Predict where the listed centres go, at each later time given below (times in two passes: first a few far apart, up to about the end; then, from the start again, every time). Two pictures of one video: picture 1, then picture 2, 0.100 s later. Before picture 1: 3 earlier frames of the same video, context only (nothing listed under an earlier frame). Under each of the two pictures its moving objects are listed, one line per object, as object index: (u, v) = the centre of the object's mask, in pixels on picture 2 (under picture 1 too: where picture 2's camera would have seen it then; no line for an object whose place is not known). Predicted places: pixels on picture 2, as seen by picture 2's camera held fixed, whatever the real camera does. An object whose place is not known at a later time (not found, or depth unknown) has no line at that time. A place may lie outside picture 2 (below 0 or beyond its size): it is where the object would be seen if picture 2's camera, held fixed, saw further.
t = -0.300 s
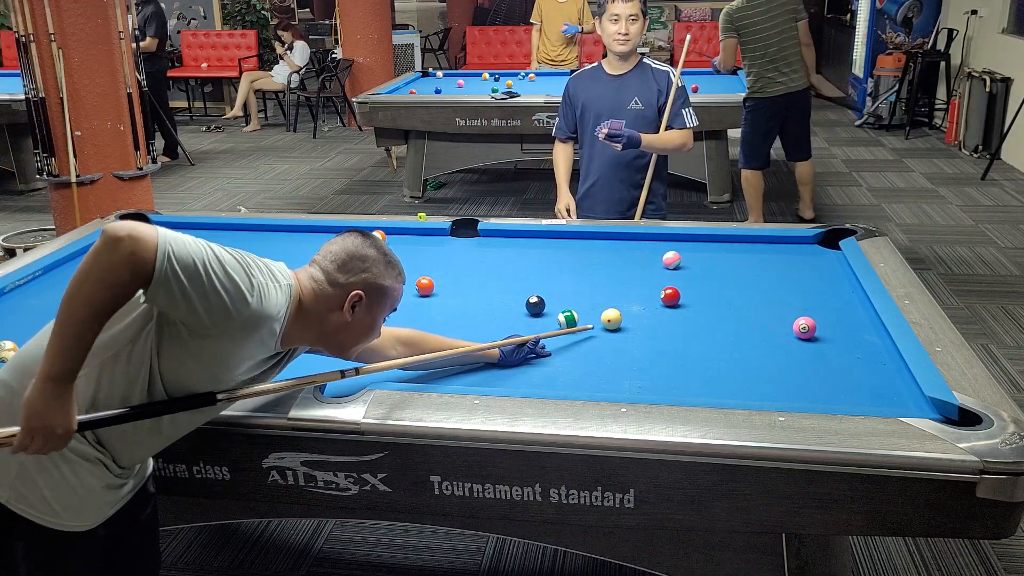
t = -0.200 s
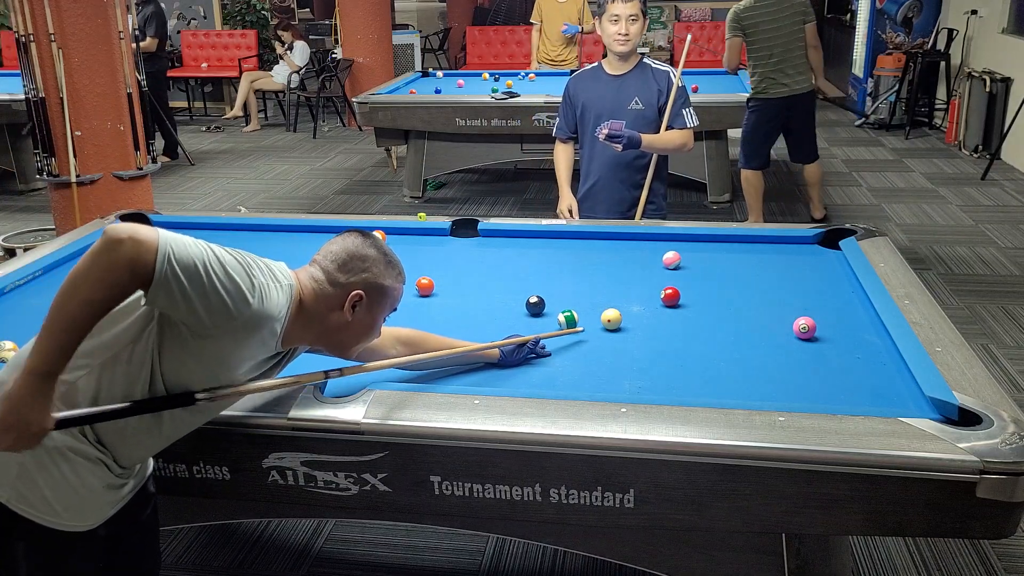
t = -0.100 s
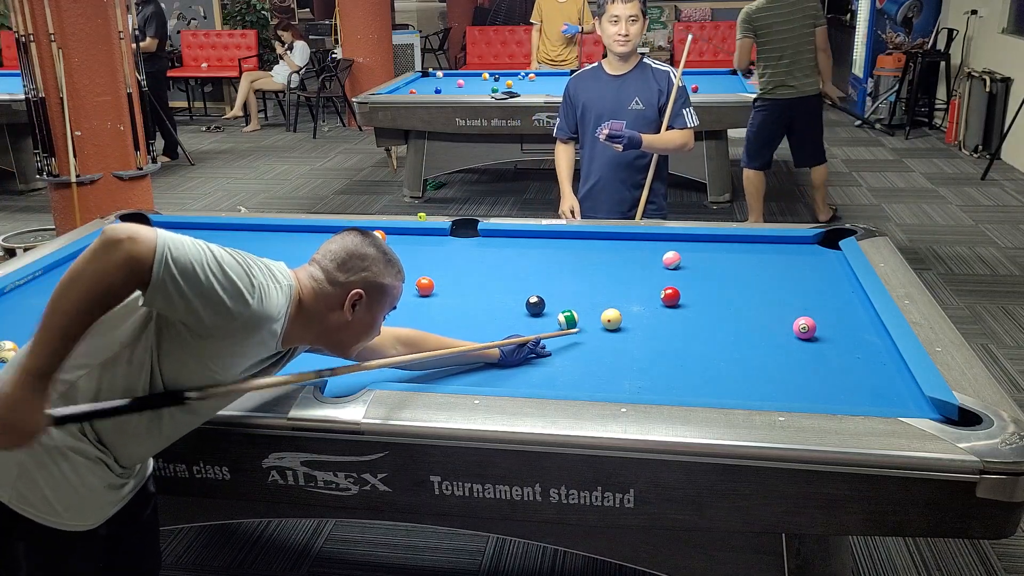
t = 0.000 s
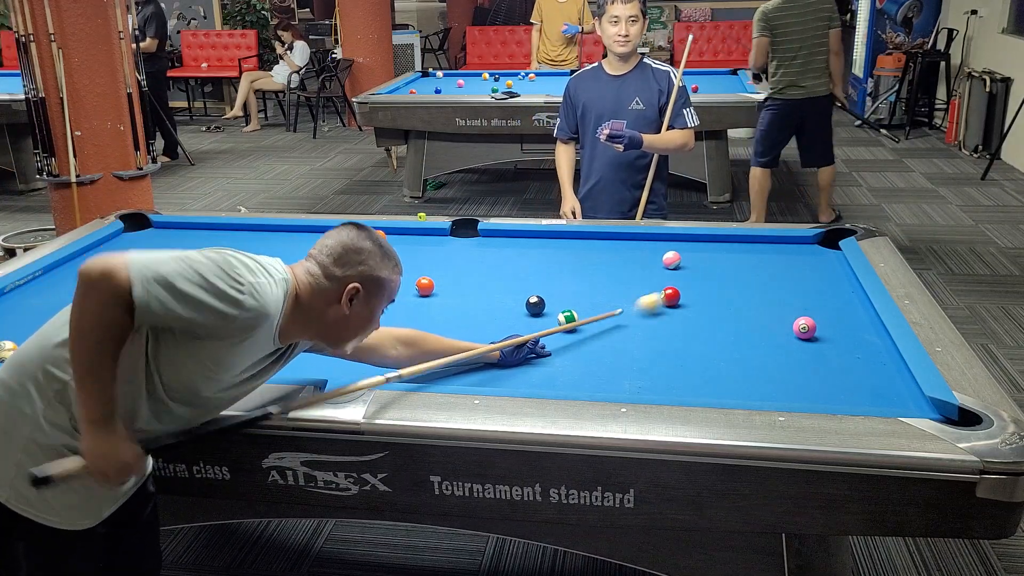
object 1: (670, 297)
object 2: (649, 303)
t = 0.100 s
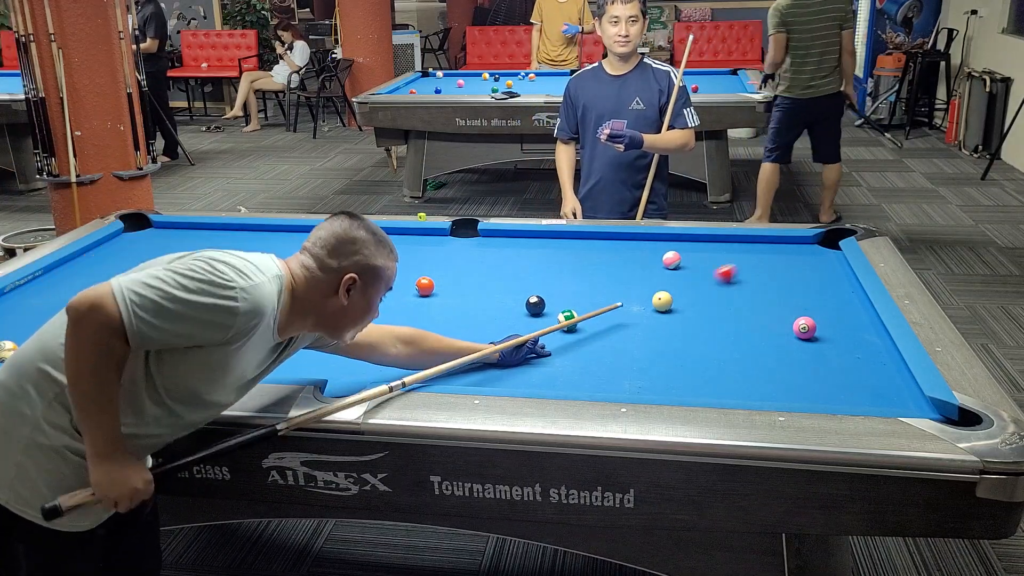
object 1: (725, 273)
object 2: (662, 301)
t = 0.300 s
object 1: (819, 241)
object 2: (669, 301)
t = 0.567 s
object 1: (762, 240)
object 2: (675, 300)
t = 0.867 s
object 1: (694, 239)
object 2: (680, 301)
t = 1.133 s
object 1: (639, 239)
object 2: (682, 301)
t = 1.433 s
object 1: (579, 240)
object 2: (682, 301)
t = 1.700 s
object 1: (528, 240)
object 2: (682, 301)
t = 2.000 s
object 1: (474, 241)
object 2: (682, 301)
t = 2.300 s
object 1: (422, 242)
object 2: (682, 301)
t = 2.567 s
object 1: (378, 242)
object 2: (682, 301)
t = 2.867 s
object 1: (331, 246)
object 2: (682, 301)
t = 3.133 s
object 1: (292, 248)
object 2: (682, 301)
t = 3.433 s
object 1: (249, 249)
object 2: (682, 301)
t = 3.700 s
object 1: (213, 254)
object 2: (682, 301)
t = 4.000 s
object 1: (174, 257)
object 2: (682, 301)
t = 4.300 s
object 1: (136, 259)
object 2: (682, 301)
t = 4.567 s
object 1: (106, 262)
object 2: (682, 301)
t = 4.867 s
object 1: (73, 264)
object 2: (682, 301)
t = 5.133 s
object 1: (63, 266)
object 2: (682, 301)
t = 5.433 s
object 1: (74, 269)
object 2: (682, 301)
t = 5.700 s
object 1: (83, 270)
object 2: (682, 301)
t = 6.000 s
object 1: (92, 272)
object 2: (682, 301)
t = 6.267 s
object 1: (99, 273)
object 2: (682, 301)
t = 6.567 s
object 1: (107, 274)
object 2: (682, 301)
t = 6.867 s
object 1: (113, 276)
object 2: (682, 301)
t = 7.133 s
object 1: (117, 276)
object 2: (682, 301)
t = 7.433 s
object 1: (120, 277)
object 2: (682, 301)
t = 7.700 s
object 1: (121, 277)
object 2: (682, 301)
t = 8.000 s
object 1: (122, 278)
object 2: (682, 301)
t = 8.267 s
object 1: (122, 278)
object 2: (682, 301)
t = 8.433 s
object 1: (122, 278)
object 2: (682, 301)
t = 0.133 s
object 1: (743, 266)
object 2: (663, 301)
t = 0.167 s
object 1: (760, 259)
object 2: (664, 301)
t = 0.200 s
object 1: (776, 253)
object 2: (665, 301)
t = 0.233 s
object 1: (791, 247)
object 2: (667, 301)
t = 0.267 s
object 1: (805, 241)
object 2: (668, 301)
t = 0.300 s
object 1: (819, 241)
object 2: (669, 301)
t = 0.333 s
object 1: (829, 243)
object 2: (670, 301)
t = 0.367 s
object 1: (818, 242)
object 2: (671, 301)
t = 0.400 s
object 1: (807, 242)
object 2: (671, 301)
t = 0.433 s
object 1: (797, 242)
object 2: (672, 301)
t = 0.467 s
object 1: (787, 241)
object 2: (673, 300)
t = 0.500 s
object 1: (779, 241)
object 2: (674, 301)
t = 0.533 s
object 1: (770, 240)
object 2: (675, 300)
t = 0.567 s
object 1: (762, 240)
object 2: (675, 300)
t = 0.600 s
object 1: (754, 239)
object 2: (676, 300)
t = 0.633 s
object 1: (745, 239)
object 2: (677, 300)
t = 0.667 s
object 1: (738, 239)
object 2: (677, 301)
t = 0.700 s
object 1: (731, 239)
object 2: (678, 301)
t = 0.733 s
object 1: (723, 239)
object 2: (679, 300)
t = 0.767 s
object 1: (716, 239)
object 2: (679, 301)
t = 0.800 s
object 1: (709, 239)
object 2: (680, 301)
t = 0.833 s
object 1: (701, 239)
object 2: (680, 301)
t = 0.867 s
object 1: (694, 239)
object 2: (680, 301)
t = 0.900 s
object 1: (687, 239)
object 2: (681, 301)
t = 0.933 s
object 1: (680, 239)
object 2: (681, 301)
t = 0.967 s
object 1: (674, 239)
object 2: (682, 301)
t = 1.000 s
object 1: (666, 239)
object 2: (682, 301)
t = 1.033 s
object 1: (659, 239)
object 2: (682, 301)
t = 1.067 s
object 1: (652, 239)
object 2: (682, 301)
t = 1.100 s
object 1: (645, 239)
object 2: (682, 301)
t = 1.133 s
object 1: (639, 239)
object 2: (682, 301)
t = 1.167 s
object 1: (632, 239)
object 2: (682, 301)
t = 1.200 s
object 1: (625, 239)
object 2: (682, 301)
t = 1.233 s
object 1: (618, 239)
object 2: (682, 301)
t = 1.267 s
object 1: (612, 240)
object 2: (682, 301)
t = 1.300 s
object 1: (605, 240)
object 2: (682, 301)
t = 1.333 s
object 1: (598, 240)
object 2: (682, 301)
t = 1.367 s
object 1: (592, 240)
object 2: (682, 301)
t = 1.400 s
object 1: (585, 240)
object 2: (682, 301)
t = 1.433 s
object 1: (579, 240)
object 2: (682, 301)
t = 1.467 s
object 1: (572, 240)
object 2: (682, 301)
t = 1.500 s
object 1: (566, 240)
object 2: (682, 301)
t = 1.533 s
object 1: (559, 240)
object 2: (682, 301)
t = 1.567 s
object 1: (553, 240)
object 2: (682, 301)
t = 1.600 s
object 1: (547, 240)
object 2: (682, 301)
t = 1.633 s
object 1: (540, 240)
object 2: (682, 301)
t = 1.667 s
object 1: (534, 240)
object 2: (682, 301)
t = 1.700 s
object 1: (528, 240)
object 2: (682, 301)
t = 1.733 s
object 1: (522, 241)
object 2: (682, 301)
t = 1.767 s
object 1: (516, 240)
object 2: (682, 301)
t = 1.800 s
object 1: (509, 241)
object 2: (682, 301)
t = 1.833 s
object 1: (503, 241)
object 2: (682, 301)
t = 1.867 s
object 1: (497, 241)
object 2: (682, 301)
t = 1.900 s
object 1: (491, 241)
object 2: (682, 301)
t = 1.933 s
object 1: (486, 241)
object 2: (682, 301)
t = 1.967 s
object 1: (479, 241)
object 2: (682, 301)
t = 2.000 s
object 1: (474, 241)
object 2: (682, 301)
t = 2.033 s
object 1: (468, 241)
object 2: (682, 301)
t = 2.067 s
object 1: (462, 241)
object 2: (682, 301)
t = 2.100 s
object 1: (456, 241)
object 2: (682, 301)
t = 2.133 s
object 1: (450, 241)
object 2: (682, 301)
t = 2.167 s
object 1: (444, 242)
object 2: (682, 301)
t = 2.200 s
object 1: (438, 242)
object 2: (682, 301)
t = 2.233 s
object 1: (433, 242)
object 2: (682, 301)
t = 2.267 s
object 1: (427, 242)
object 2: (682, 301)
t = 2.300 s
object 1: (422, 242)
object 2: (682, 301)
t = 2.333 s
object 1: (416, 242)
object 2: (682, 301)
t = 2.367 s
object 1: (410, 242)
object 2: (682, 301)
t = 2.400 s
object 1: (405, 242)
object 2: (682, 301)
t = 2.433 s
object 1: (400, 242)
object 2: (682, 301)
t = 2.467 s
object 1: (394, 242)
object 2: (682, 301)
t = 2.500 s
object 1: (389, 243)
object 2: (682, 301)
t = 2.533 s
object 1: (383, 243)
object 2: (682, 301)
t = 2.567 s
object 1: (378, 242)
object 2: (682, 301)
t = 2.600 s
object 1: (372, 243)
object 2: (682, 301)
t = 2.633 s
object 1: (367, 244)
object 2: (682, 301)
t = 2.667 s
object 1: (362, 244)
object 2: (682, 301)
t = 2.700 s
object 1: (357, 244)
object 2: (682, 301)
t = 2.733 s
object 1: (352, 245)
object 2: (682, 301)
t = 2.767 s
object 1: (347, 245)
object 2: (682, 301)
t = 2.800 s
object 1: (341, 245)
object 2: (682, 301)
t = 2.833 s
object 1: (336, 246)
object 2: (682, 301)
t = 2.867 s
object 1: (331, 246)
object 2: (682, 301)
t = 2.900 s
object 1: (327, 246)
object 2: (682, 301)
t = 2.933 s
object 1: (322, 247)
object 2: (682, 301)
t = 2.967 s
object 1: (316, 247)
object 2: (682, 301)
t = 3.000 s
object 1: (312, 247)
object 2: (682, 301)
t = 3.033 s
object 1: (307, 248)
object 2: (682, 301)
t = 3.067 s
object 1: (302, 248)
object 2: (682, 301)
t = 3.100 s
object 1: (297, 248)
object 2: (682, 301)
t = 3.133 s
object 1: (292, 248)
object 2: (682, 301)
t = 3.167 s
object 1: (287, 249)
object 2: (682, 301)
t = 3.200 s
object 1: (283, 249)
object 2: (682, 301)
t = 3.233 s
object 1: (278, 250)
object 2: (682, 301)
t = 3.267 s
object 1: (273, 250)
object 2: (682, 301)
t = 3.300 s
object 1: (269, 250)
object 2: (682, 301)
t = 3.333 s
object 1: (264, 250)
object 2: (682, 301)
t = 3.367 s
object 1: (259, 249)
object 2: (682, 301)
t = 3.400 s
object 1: (255, 249)
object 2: (682, 301)
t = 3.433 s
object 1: (249, 249)
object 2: (682, 301)
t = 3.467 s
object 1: (244, 250)
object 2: (682, 301)
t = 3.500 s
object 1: (240, 252)
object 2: (682, 301)
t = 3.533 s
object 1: (236, 252)
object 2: (682, 301)
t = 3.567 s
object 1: (231, 253)
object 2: (682, 301)
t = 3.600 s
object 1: (226, 253)
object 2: (682, 301)
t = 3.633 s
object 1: (222, 254)
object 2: (682, 301)
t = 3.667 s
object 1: (218, 254)
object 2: (682, 301)
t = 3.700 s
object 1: (213, 254)
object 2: (682, 301)
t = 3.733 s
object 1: (209, 254)
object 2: (682, 301)
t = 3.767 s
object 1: (205, 254)
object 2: (682, 301)
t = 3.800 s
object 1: (201, 253)
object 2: (682, 301)
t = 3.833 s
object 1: (196, 253)
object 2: (682, 301)
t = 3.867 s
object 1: (191, 253)
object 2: (682, 301)
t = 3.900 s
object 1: (186, 255)
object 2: (682, 301)
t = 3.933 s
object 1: (182, 256)
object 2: (682, 301)
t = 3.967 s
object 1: (178, 257)
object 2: (682, 301)
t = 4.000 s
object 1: (174, 257)
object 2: (682, 301)
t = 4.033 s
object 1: (170, 257)
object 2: (682, 301)
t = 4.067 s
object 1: (166, 257)
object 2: (682, 301)
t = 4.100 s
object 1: (162, 258)
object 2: (682, 301)
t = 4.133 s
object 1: (158, 258)
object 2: (682, 301)
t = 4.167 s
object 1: (154, 258)
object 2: (682, 301)
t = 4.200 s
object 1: (149, 257)
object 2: (682, 301)
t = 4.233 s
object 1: (145, 257)
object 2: (682, 301)
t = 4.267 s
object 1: (141, 258)
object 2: (682, 301)
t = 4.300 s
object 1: (136, 259)
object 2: (682, 301)
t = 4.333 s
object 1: (132, 260)
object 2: (682, 301)
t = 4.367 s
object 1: (129, 260)
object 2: (682, 301)
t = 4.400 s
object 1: (125, 260)
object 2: (682, 301)
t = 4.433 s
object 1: (121, 261)
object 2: (682, 301)
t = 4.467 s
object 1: (117, 261)
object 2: (682, 301)
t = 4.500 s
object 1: (113, 261)
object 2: (682, 301)
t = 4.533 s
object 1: (110, 262)
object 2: (682, 301)
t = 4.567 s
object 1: (106, 262)
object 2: (682, 301)
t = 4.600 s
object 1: (102, 262)
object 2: (682, 301)
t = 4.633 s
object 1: (98, 262)
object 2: (682, 301)
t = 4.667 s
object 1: (95, 263)
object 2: (682, 301)
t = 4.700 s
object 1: (91, 263)
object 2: (682, 301)
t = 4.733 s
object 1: (87, 263)
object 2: (682, 301)
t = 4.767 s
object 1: (84, 263)
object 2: (682, 301)
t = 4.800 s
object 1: (80, 264)
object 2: (682, 301)
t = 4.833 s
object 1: (76, 264)
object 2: (682, 301)
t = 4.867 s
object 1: (73, 264)
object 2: (682, 301)
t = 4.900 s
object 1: (69, 265)
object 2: (682, 301)
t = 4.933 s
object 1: (66, 265)
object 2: (682, 301)
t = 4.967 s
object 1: (62, 265)
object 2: (682, 301)
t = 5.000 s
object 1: (59, 266)
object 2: (682, 301)
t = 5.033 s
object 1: (59, 265)
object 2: (682, 301)
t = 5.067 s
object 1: (61, 266)
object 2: (682, 301)
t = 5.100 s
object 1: (62, 266)
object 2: (682, 301)
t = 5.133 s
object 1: (63, 266)
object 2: (682, 301)
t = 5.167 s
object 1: (64, 267)
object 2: (682, 301)
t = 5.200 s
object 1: (65, 267)
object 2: (682, 301)
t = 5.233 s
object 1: (66, 267)
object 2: (682, 301)
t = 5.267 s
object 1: (68, 267)
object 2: (682, 301)
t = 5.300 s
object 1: (69, 268)
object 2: (682, 301)
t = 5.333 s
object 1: (70, 268)
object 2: (682, 301)
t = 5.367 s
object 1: (71, 268)
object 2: (682, 301)
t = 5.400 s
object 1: (73, 268)
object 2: (682, 301)
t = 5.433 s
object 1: (74, 269)
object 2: (682, 301)
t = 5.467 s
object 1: (75, 269)
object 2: (682, 301)
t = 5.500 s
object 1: (76, 269)
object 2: (682, 301)
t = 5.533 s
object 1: (77, 269)
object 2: (682, 301)
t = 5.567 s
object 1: (78, 270)
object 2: (682, 301)
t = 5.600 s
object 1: (79, 270)
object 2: (682, 301)
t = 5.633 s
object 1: (80, 270)
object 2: (682, 301)
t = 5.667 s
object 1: (82, 270)
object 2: (682, 301)
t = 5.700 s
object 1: (83, 270)
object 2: (682, 301)
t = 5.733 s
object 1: (84, 271)
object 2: (682, 301)
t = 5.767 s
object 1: (85, 271)
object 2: (682, 301)
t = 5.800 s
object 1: (85, 271)
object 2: (682, 301)
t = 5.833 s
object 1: (87, 271)
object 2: (682, 301)
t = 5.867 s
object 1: (88, 272)
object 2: (682, 301)
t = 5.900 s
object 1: (88, 272)
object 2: (682, 301)
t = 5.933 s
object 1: (90, 272)
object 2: (682, 301)
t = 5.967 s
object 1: (91, 272)
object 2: (682, 301)
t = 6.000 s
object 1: (92, 272)
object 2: (682, 301)
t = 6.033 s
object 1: (92, 273)
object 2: (682, 301)
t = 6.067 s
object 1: (93, 273)
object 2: (682, 301)
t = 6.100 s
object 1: (95, 273)
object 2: (682, 301)
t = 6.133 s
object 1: (95, 273)
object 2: (682, 301)
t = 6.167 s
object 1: (96, 273)
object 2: (682, 301)
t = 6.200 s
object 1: (97, 273)
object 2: (682, 301)
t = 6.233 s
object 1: (98, 273)
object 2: (682, 301)
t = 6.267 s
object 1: (99, 273)
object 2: (682, 301)
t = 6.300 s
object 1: (100, 274)
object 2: (682, 301)
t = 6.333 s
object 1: (101, 274)
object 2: (682, 301)
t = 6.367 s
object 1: (102, 274)
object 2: (682, 301)
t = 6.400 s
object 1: (103, 274)
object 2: (682, 301)
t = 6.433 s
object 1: (104, 274)
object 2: (682, 301)
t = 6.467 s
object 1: (105, 274)
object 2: (682, 301)
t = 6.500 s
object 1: (105, 274)
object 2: (682, 301)
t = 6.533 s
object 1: (106, 274)
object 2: (682, 301)
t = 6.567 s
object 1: (107, 274)
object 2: (682, 301)
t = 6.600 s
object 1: (108, 275)
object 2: (682, 301)
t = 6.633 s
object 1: (108, 275)
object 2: (682, 301)
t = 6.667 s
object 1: (109, 275)
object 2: (682, 301)
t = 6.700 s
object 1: (110, 275)
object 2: (682, 301)
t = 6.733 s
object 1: (111, 275)
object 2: (682, 301)
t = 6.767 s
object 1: (111, 275)
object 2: (682, 301)
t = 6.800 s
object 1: (112, 275)
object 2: (682, 301)
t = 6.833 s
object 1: (112, 275)
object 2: (682, 301)
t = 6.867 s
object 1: (113, 276)
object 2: (682, 301)
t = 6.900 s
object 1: (114, 276)
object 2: (682, 301)
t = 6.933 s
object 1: (114, 276)
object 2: (682, 301)
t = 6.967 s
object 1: (115, 276)
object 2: (682, 301)
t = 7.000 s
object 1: (115, 276)
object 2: (682, 301)
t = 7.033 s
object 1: (116, 276)
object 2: (682, 301)
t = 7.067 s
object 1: (116, 276)
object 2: (682, 301)
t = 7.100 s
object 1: (117, 276)
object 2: (682, 301)
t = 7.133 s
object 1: (117, 276)
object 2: (682, 301)
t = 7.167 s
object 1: (118, 276)
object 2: (682, 301)
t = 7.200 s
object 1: (118, 276)
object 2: (682, 301)
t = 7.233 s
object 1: (118, 277)
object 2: (682, 301)
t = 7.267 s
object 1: (119, 277)
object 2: (682, 301)
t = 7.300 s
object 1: (119, 277)
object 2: (682, 301)
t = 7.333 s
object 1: (119, 277)
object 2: (682, 301)
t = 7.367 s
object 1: (120, 277)
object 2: (682, 301)
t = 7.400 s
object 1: (120, 277)
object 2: (682, 301)
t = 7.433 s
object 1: (120, 277)
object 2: (682, 301)
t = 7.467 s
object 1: (121, 277)
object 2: (682, 301)
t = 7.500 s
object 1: (121, 277)
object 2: (682, 301)
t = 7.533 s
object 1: (121, 277)
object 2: (682, 301)
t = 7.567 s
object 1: (121, 277)
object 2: (682, 301)
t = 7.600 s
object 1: (121, 277)
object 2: (682, 301)
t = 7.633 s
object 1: (121, 277)
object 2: (682, 301)
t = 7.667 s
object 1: (121, 277)
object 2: (682, 301)
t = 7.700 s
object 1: (121, 277)
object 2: (682, 301)
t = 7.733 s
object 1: (122, 278)
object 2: (682, 301)
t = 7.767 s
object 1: (122, 278)
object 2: (682, 301)
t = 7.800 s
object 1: (122, 278)
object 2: (682, 301)
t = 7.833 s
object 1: (122, 278)
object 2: (682, 301)
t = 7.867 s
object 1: (122, 278)
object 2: (682, 301)
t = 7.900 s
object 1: (122, 278)
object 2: (682, 301)
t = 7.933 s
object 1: (122, 278)
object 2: (682, 301)
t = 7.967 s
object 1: (122, 278)
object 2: (682, 301)
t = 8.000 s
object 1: (122, 278)
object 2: (682, 301)
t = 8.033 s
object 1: (122, 278)
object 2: (682, 301)
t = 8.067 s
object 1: (122, 278)
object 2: (682, 301)
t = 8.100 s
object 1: (122, 278)
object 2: (682, 301)
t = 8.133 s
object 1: (122, 278)
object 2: (682, 301)
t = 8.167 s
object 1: (122, 278)
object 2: (682, 301)
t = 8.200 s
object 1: (122, 278)
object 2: (682, 301)
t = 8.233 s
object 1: (122, 278)
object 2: (682, 301)
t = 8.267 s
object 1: (122, 278)
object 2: (682, 301)
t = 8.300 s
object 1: (122, 278)
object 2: (682, 301)
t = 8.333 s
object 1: (122, 278)
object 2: (682, 301)
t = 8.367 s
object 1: (122, 278)
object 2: (682, 301)
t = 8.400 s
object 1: (122, 278)
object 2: (682, 301)
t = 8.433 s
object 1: (122, 278)
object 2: (682, 301)
